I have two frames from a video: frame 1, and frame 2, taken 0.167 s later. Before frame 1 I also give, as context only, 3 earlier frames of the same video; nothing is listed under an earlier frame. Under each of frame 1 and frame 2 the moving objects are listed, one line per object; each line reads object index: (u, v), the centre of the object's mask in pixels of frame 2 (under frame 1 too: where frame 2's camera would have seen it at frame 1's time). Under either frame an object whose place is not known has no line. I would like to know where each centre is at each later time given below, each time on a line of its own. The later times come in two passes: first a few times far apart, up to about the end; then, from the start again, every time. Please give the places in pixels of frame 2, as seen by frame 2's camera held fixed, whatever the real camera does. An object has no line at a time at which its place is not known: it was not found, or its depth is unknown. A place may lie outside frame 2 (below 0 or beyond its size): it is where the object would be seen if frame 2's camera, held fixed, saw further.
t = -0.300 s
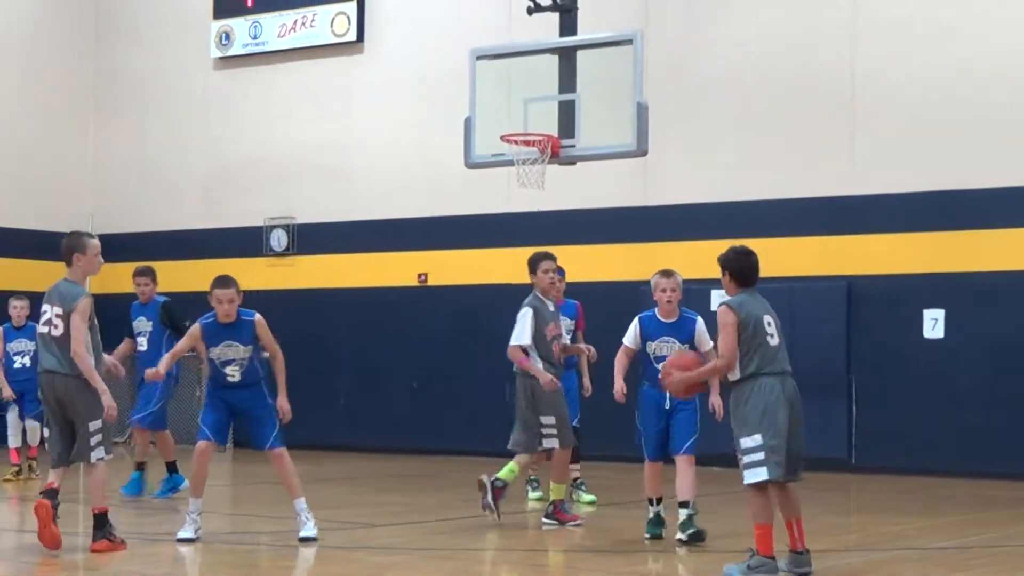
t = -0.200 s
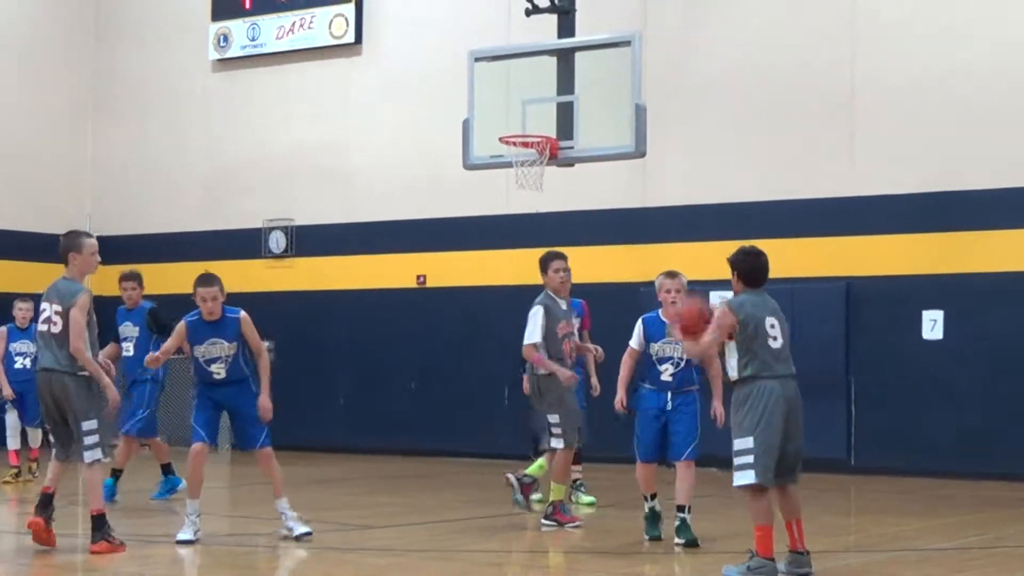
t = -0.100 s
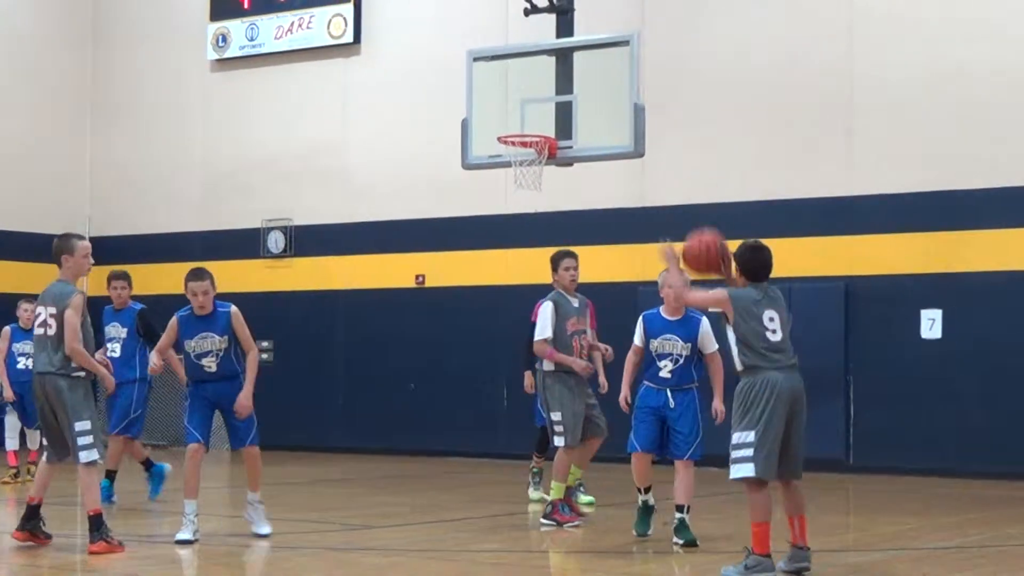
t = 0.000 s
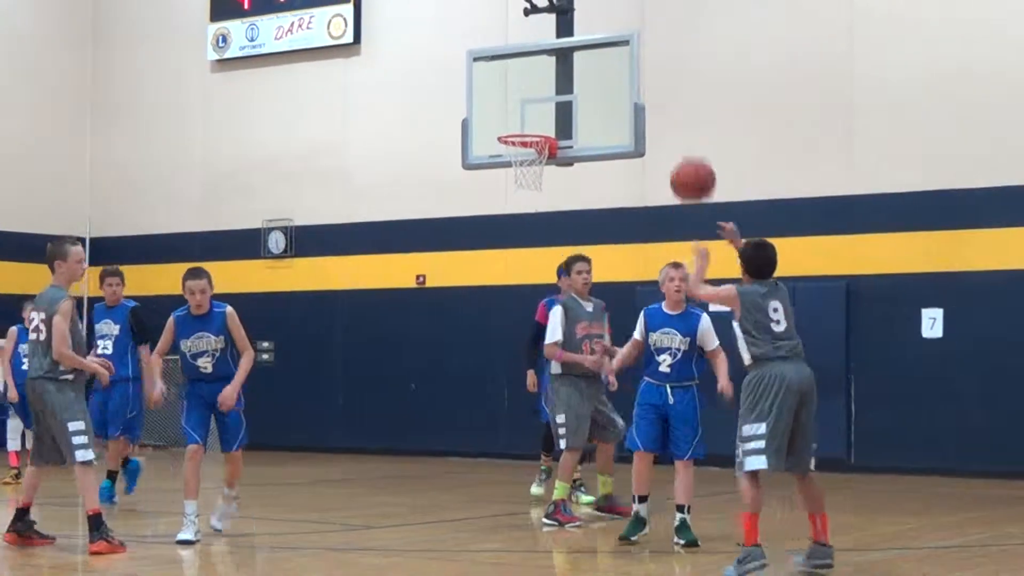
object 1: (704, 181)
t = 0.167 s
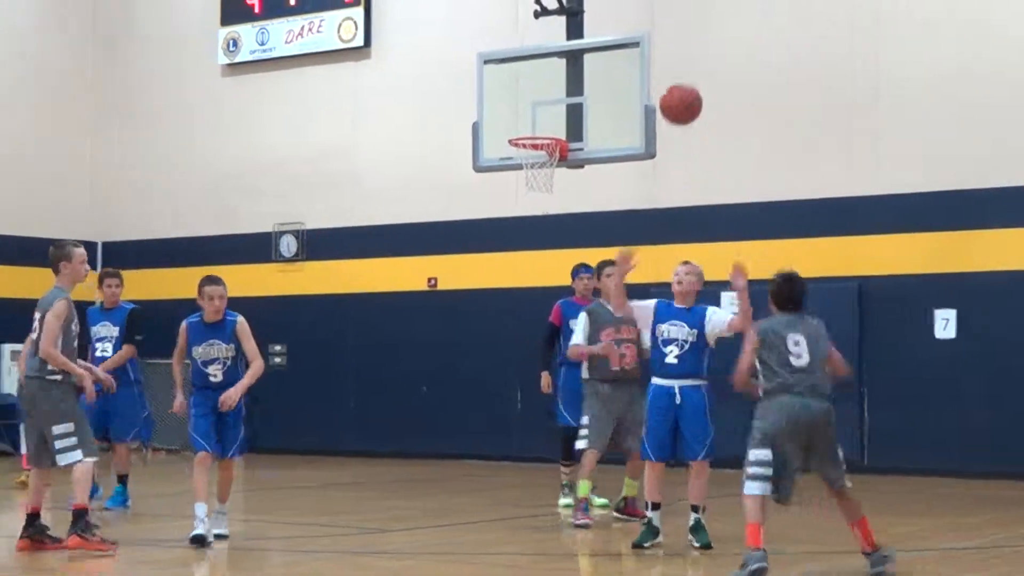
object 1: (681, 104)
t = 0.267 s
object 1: (668, 85)
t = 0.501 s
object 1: (642, 103)
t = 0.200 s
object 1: (676, 95)
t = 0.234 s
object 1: (672, 89)
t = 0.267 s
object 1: (668, 85)
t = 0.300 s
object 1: (664, 82)
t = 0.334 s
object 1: (660, 81)
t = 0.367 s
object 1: (656, 82)
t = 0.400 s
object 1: (653, 85)
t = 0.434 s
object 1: (649, 89)
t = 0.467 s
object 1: (646, 95)
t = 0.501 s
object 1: (642, 103)
